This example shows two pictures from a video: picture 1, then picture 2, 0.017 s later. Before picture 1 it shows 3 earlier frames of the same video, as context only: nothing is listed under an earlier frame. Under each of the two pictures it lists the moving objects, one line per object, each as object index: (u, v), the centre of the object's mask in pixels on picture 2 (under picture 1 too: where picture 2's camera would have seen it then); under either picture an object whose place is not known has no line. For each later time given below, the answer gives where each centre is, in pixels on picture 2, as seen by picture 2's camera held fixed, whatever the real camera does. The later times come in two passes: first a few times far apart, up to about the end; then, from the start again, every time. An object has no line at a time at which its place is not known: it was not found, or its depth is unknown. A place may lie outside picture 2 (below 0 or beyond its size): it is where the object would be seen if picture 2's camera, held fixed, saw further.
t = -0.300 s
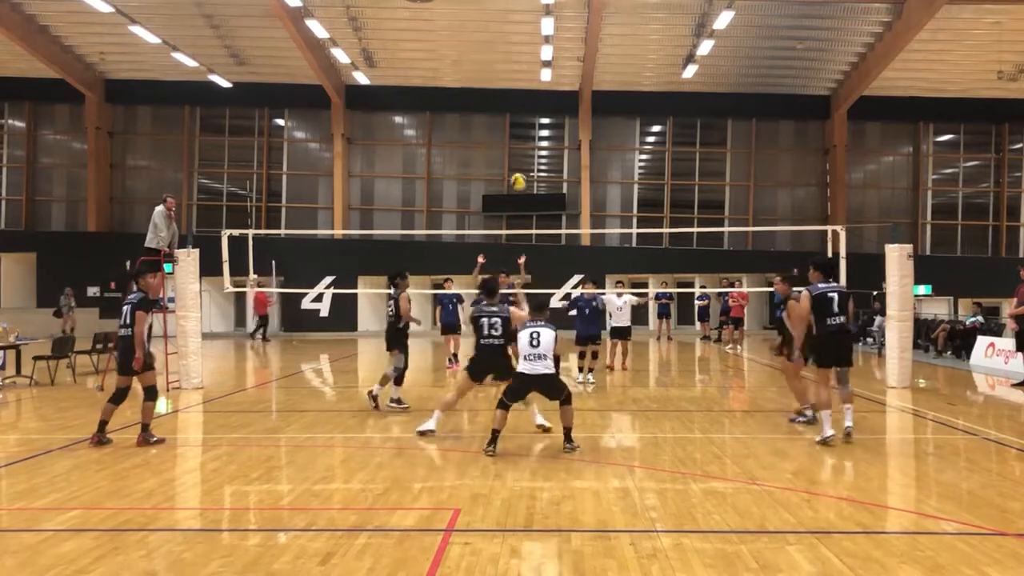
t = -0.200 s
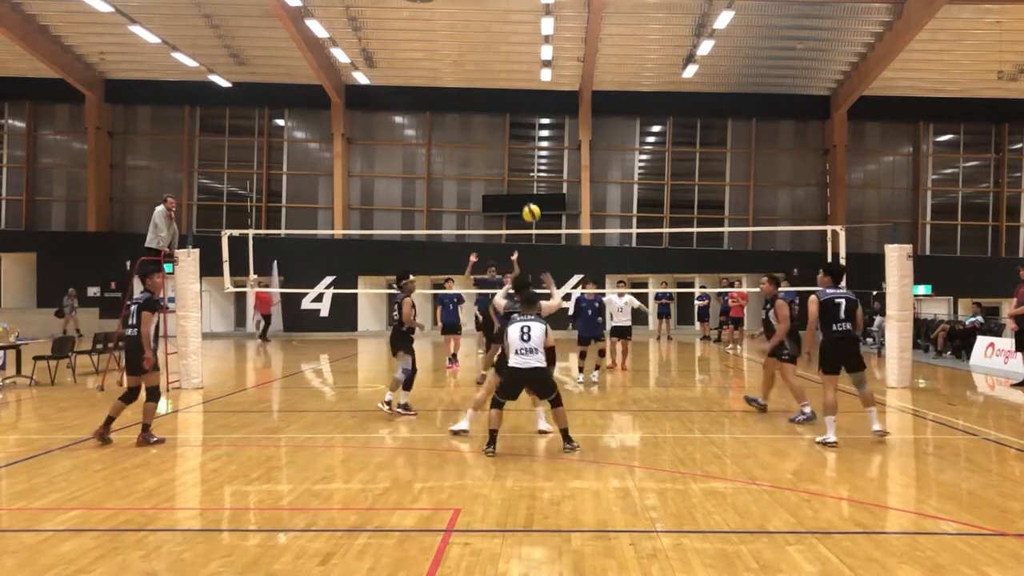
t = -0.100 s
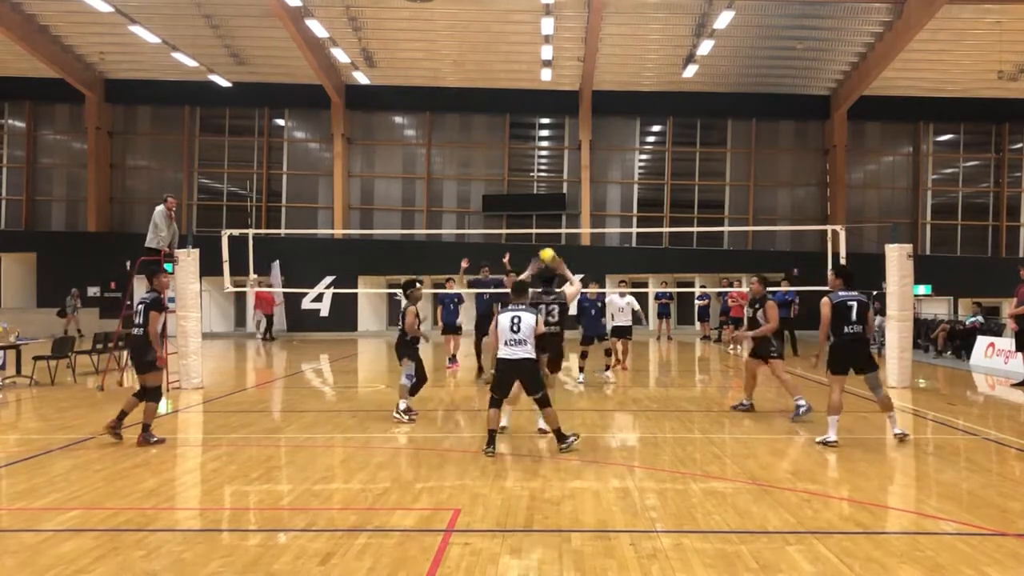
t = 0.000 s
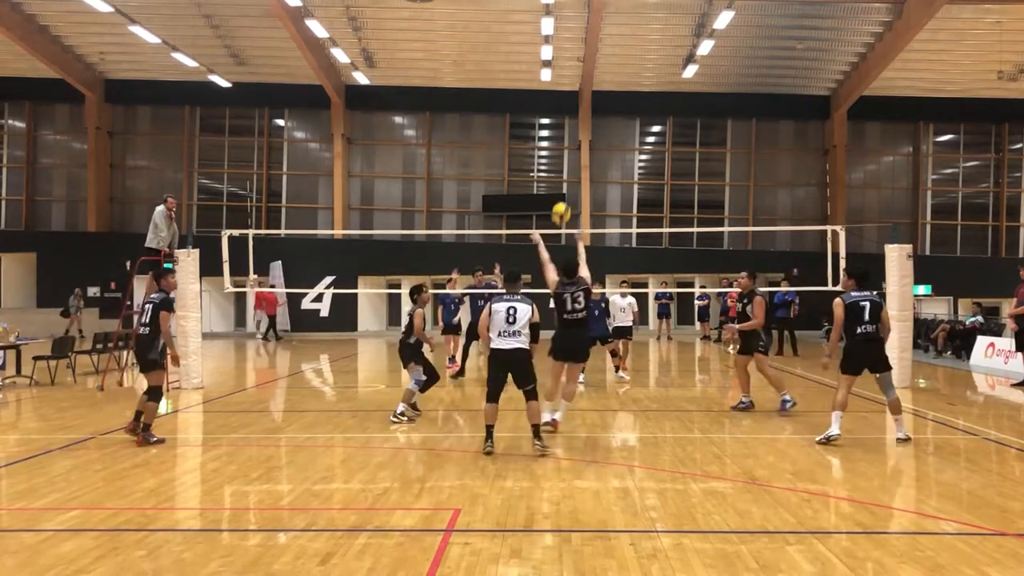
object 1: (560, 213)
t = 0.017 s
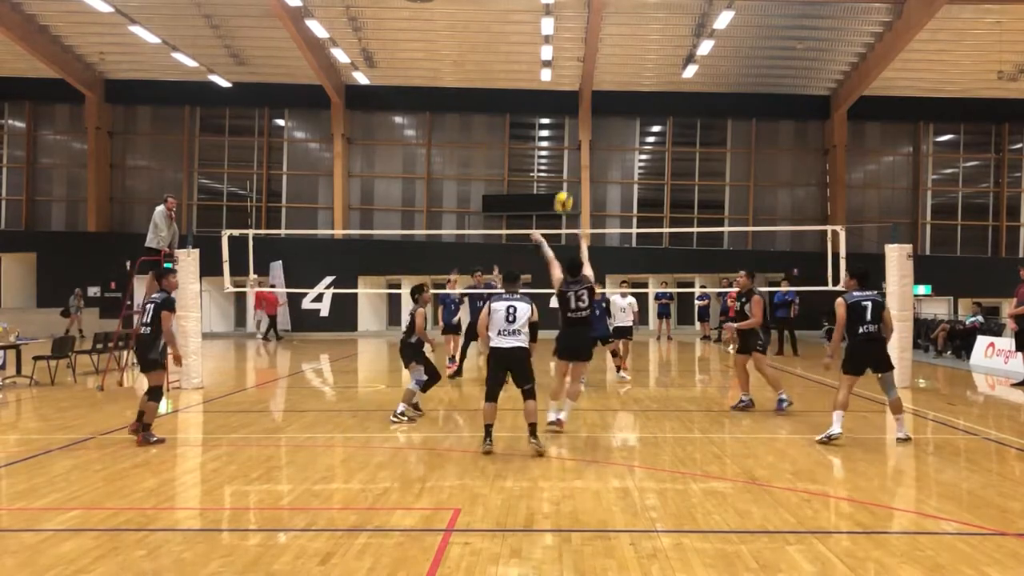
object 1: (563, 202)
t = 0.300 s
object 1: (597, 66)
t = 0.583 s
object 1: (621, 15)
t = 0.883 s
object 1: (643, 32)
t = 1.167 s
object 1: (661, 106)
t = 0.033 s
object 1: (565, 192)
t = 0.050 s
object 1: (567, 181)
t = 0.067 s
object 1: (570, 170)
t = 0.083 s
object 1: (571, 161)
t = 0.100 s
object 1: (573, 152)
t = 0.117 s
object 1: (575, 143)
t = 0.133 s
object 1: (578, 134)
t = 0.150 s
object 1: (579, 126)
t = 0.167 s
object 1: (581, 118)
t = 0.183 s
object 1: (584, 111)
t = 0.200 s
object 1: (585, 104)
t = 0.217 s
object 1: (587, 97)
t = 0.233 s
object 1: (588, 91)
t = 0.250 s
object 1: (590, 84)
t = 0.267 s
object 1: (592, 76)
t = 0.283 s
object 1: (595, 72)
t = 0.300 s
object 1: (597, 66)
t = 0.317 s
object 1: (598, 60)
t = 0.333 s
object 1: (599, 55)
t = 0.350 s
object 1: (601, 51)
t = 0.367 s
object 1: (603, 47)
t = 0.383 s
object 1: (605, 42)
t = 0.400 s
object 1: (605, 38)
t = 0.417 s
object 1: (607, 35)
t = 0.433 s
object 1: (608, 32)
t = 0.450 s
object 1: (609, 28)
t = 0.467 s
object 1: (612, 25)
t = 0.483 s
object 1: (614, 24)
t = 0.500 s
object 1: (614, 22)
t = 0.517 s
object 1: (615, 21)
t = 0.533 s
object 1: (616, 19)
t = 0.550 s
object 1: (618, 18)
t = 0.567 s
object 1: (619, 16)
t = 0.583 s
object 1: (621, 15)
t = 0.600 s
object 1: (622, 14)
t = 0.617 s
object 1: (622, 12)
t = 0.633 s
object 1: (625, 14)
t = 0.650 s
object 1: (626, 13)
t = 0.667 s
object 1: (627, 14)
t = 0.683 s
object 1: (628, 14)
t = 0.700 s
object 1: (629, 14)
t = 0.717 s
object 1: (631, 14)
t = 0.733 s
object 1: (633, 17)
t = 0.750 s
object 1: (634, 18)
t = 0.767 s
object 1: (635, 19)
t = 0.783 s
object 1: (636, 20)
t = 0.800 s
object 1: (637, 21)
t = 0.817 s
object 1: (639, 24)
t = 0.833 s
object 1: (639, 25)
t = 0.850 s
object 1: (641, 28)
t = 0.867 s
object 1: (641, 29)
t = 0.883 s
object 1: (643, 32)
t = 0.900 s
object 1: (644, 35)
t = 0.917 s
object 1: (644, 39)
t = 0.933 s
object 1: (646, 42)
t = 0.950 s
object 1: (648, 45)
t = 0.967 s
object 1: (649, 49)
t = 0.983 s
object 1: (650, 53)
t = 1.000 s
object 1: (651, 57)
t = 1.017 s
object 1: (652, 61)
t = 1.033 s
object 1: (653, 65)
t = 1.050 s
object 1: (654, 69)
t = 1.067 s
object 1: (655, 74)
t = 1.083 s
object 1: (656, 78)
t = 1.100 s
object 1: (657, 85)
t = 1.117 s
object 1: (658, 89)
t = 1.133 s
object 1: (659, 95)
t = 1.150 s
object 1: (660, 101)
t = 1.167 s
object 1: (661, 106)
